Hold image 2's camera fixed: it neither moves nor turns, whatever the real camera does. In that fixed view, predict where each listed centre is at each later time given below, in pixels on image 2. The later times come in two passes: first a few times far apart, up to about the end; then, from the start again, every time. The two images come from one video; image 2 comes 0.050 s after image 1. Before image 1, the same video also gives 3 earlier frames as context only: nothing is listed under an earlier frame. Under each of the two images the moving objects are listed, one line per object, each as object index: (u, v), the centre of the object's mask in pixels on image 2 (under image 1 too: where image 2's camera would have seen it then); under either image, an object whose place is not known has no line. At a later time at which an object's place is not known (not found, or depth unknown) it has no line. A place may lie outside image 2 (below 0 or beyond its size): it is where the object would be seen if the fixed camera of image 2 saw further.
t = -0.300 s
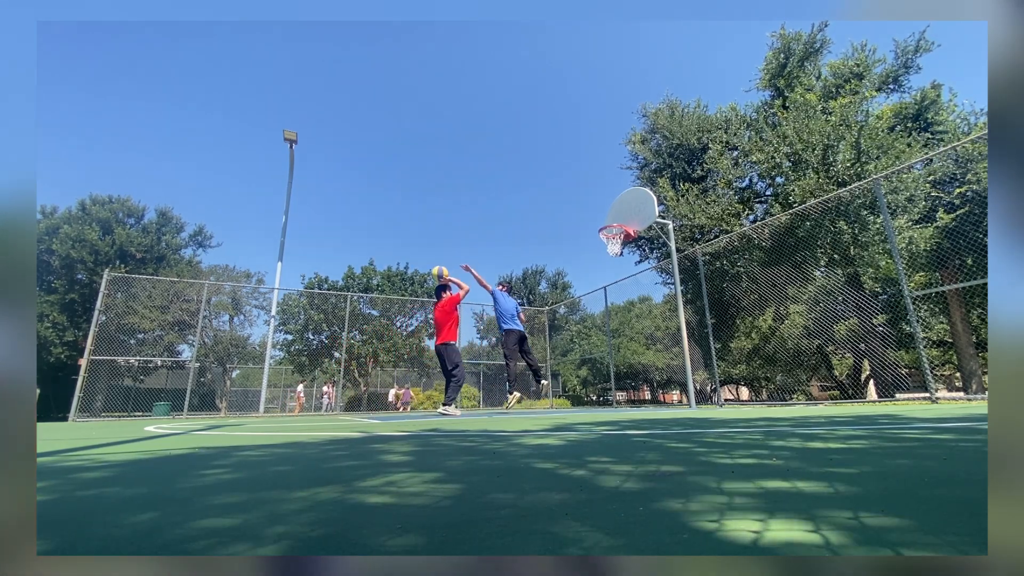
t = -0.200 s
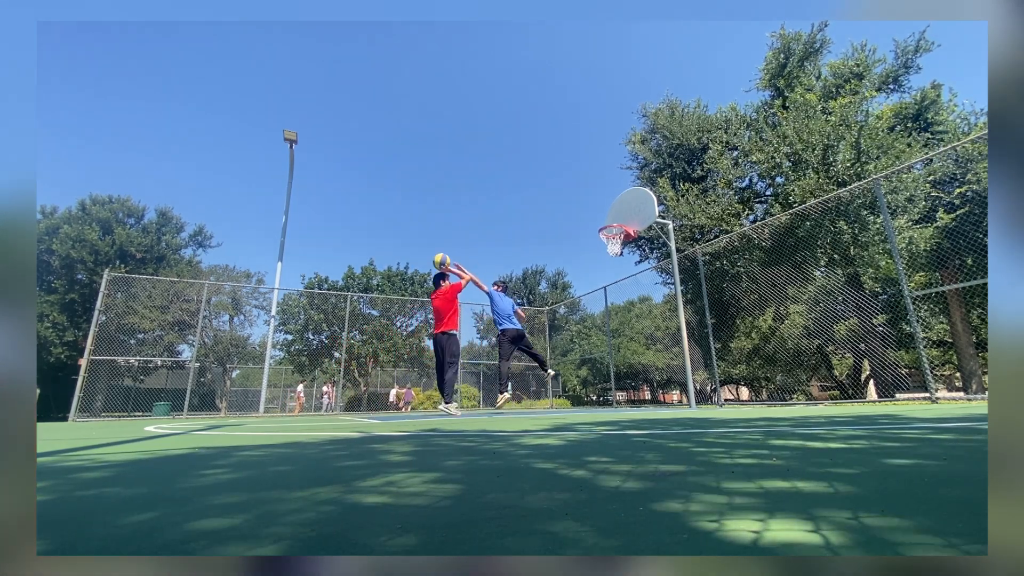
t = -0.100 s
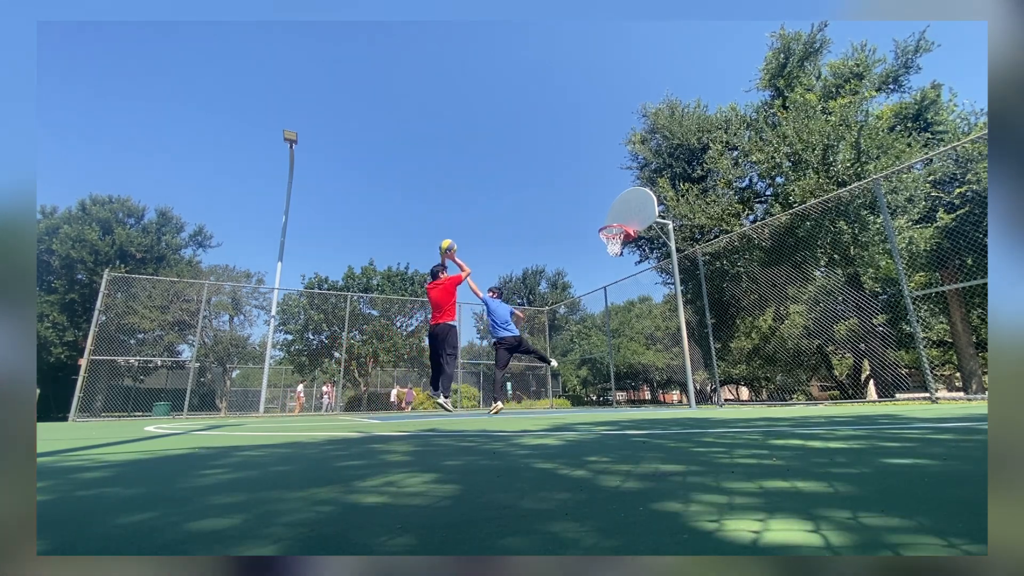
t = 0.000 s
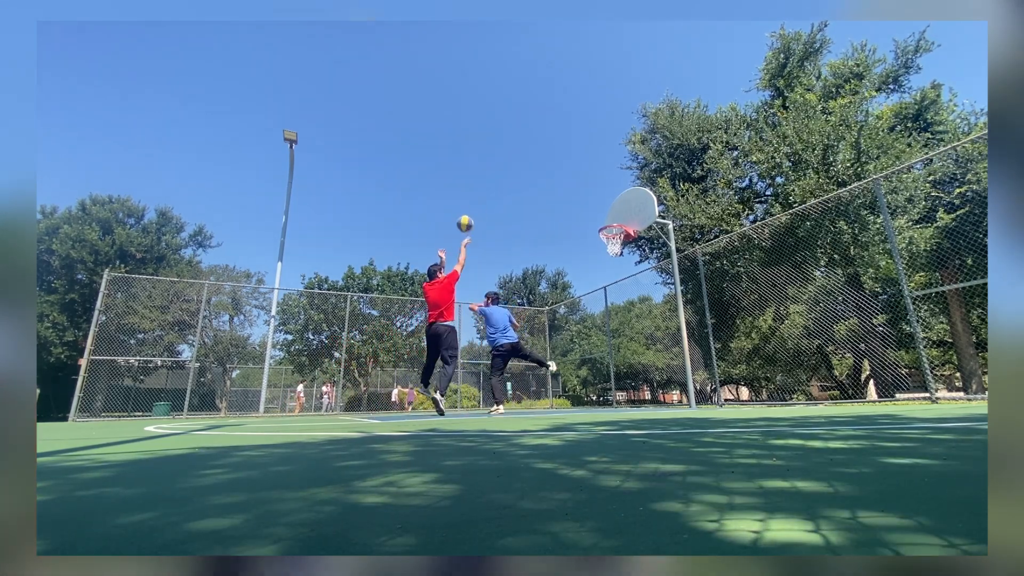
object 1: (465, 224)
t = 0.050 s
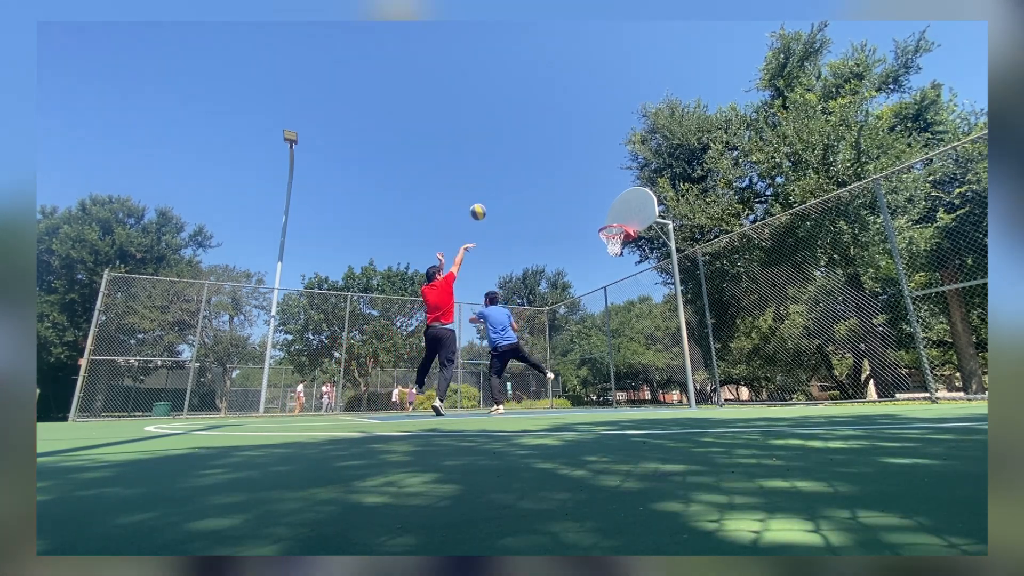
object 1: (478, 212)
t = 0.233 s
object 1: (520, 185)
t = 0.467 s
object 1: (567, 180)
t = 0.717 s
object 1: (612, 205)
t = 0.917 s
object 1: (631, 211)
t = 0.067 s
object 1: (482, 208)
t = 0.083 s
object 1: (486, 205)
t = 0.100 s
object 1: (490, 202)
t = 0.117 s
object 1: (494, 199)
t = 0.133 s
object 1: (498, 197)
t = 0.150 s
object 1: (502, 194)
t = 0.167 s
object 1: (506, 192)
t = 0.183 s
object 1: (509, 190)
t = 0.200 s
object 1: (513, 188)
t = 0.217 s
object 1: (517, 186)
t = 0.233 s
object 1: (520, 185)
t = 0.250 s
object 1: (524, 183)
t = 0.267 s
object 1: (527, 182)
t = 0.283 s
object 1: (531, 181)
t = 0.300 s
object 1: (534, 180)
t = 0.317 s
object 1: (538, 180)
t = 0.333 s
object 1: (541, 179)
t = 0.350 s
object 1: (544, 179)
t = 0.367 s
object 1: (548, 178)
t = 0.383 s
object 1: (551, 178)
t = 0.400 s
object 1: (554, 178)
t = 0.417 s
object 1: (557, 178)
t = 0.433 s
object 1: (561, 179)
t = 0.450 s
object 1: (563, 179)
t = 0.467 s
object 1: (567, 180)
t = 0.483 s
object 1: (570, 181)
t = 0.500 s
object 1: (573, 182)
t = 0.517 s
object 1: (576, 183)
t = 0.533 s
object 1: (579, 184)
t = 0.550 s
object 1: (582, 185)
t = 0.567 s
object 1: (585, 186)
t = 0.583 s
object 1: (588, 188)
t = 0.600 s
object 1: (591, 190)
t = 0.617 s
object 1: (594, 191)
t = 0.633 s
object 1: (597, 193)
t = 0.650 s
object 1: (600, 196)
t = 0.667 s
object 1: (603, 198)
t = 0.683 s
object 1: (606, 200)
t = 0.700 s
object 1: (609, 203)
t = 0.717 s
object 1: (612, 205)
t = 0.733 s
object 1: (615, 208)
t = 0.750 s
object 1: (618, 211)
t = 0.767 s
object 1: (621, 213)
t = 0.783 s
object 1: (623, 217)
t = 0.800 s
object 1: (627, 220)
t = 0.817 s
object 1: (629, 221)
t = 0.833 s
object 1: (631, 219)
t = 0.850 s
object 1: (633, 218)
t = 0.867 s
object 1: (634, 216)
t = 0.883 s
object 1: (633, 214)
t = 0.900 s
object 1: (632, 212)
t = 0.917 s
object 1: (631, 211)
